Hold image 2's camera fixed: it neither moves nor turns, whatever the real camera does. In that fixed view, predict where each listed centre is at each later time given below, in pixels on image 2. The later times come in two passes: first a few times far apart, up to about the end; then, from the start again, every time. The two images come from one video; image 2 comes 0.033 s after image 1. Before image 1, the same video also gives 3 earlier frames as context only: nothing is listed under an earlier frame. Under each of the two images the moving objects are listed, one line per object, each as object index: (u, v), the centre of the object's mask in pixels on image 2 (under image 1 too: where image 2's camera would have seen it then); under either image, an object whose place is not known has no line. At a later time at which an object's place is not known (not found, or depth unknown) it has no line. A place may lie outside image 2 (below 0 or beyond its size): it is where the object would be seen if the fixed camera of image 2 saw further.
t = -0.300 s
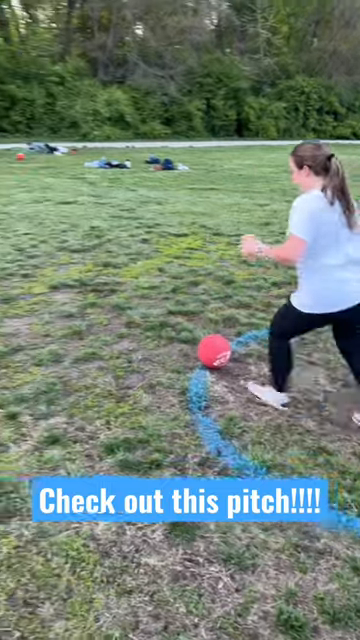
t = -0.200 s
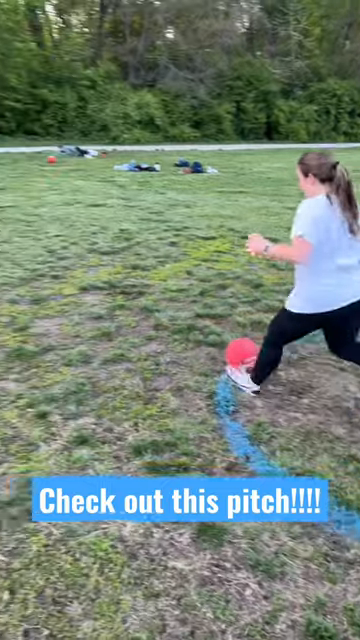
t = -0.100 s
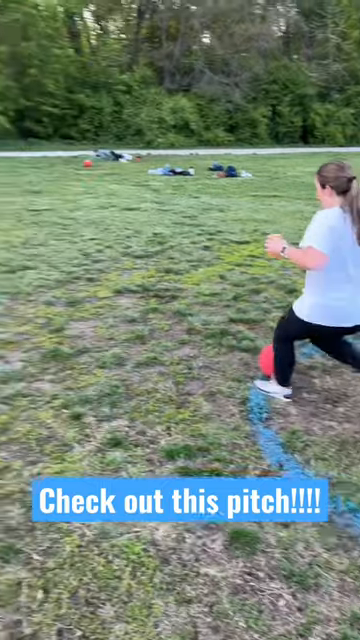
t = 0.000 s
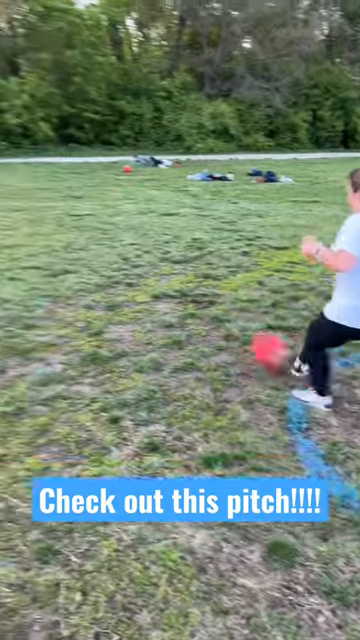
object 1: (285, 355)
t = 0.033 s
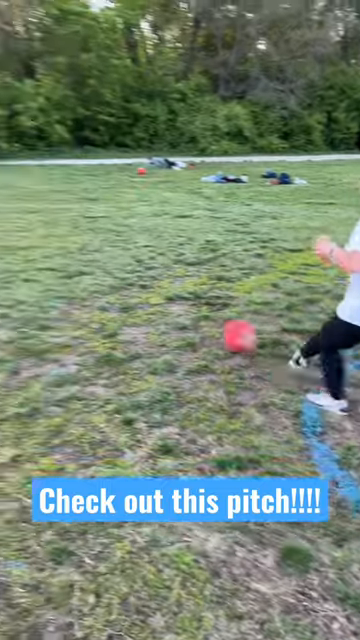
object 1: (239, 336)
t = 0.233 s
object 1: (54, 286)
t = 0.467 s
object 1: (-45, 252)
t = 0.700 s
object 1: (-98, 237)
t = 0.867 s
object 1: (-126, 227)
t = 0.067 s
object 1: (199, 323)
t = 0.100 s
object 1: (164, 311)
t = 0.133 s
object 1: (132, 301)
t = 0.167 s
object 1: (103, 295)
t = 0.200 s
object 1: (77, 290)
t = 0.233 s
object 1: (54, 286)
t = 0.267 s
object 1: (33, 282)
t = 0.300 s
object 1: (17, 275)
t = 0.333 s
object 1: (3, 268)
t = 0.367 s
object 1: (-11, 262)
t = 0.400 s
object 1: (-24, 258)
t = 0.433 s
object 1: (-35, 254)
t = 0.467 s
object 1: (-45, 252)
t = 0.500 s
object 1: (-57, 250)
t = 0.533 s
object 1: (-66, 248)
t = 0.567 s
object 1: (-73, 245)
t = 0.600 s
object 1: (-79, 242)
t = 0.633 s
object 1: (-87, 240)
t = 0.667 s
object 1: (-91, 238)
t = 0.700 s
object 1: (-98, 237)
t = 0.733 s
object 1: (-105, 235)
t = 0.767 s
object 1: (-109, 233)
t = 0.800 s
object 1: (-116, 229)
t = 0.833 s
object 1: (-122, 227)
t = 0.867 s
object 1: (-126, 227)
